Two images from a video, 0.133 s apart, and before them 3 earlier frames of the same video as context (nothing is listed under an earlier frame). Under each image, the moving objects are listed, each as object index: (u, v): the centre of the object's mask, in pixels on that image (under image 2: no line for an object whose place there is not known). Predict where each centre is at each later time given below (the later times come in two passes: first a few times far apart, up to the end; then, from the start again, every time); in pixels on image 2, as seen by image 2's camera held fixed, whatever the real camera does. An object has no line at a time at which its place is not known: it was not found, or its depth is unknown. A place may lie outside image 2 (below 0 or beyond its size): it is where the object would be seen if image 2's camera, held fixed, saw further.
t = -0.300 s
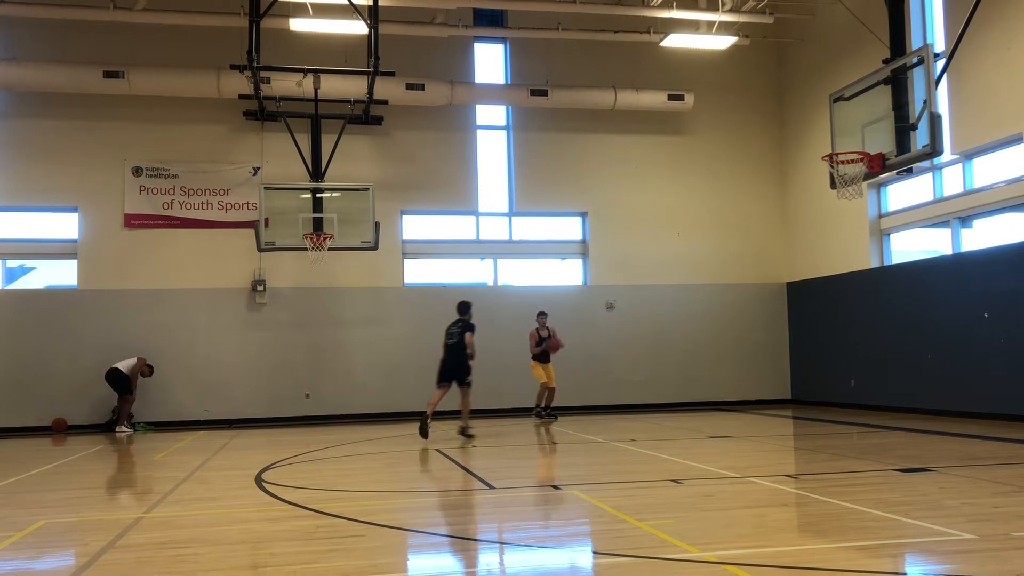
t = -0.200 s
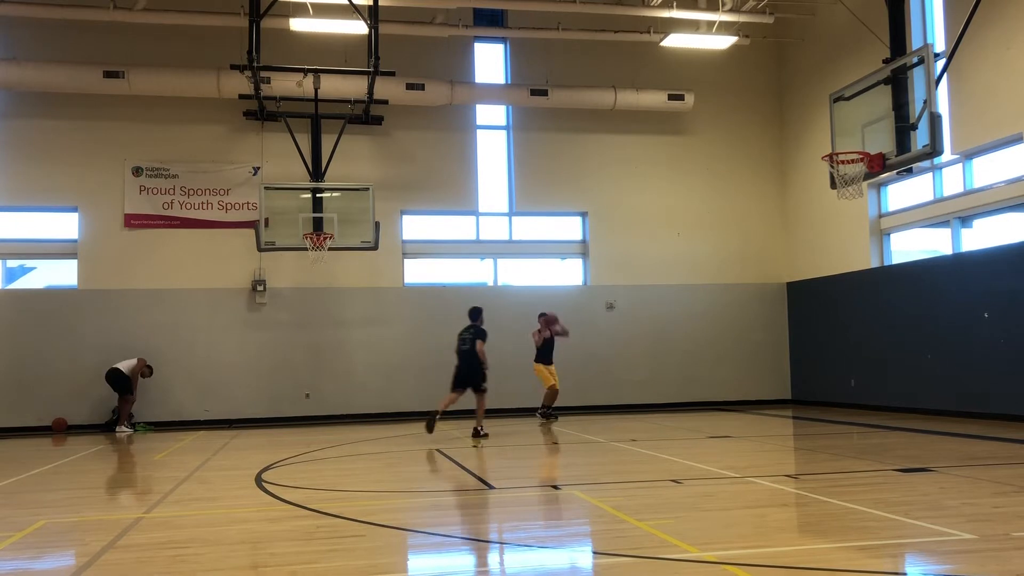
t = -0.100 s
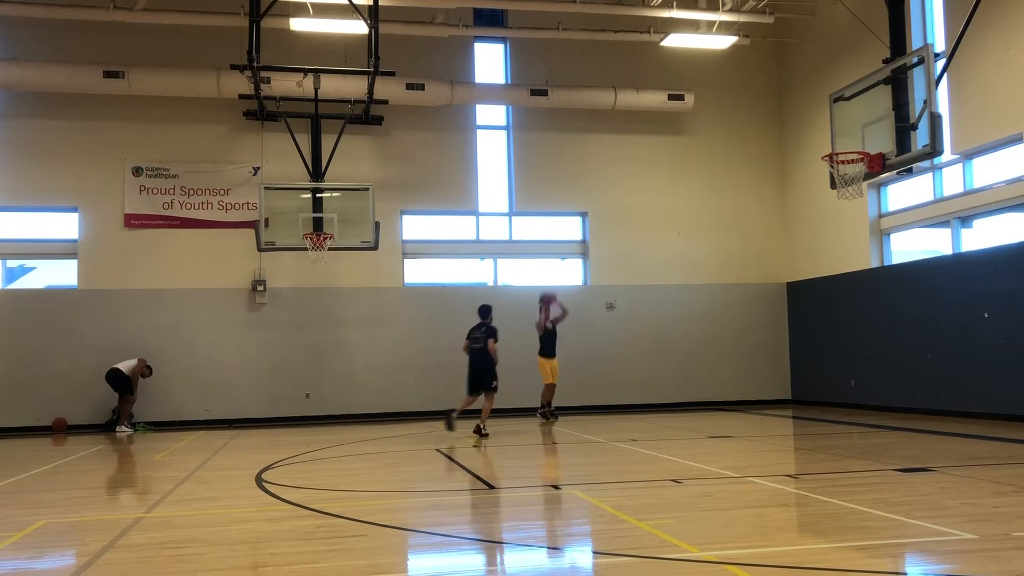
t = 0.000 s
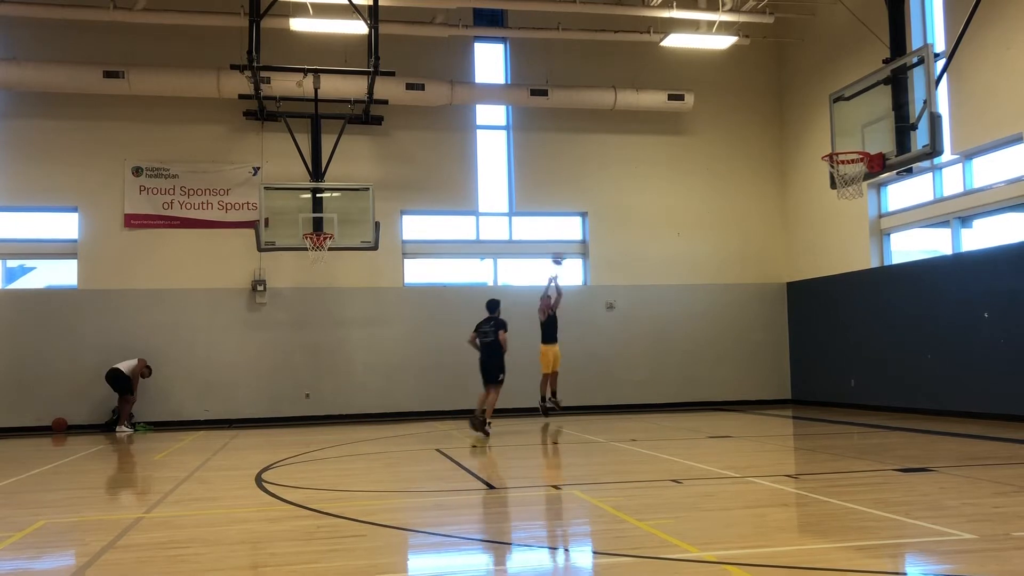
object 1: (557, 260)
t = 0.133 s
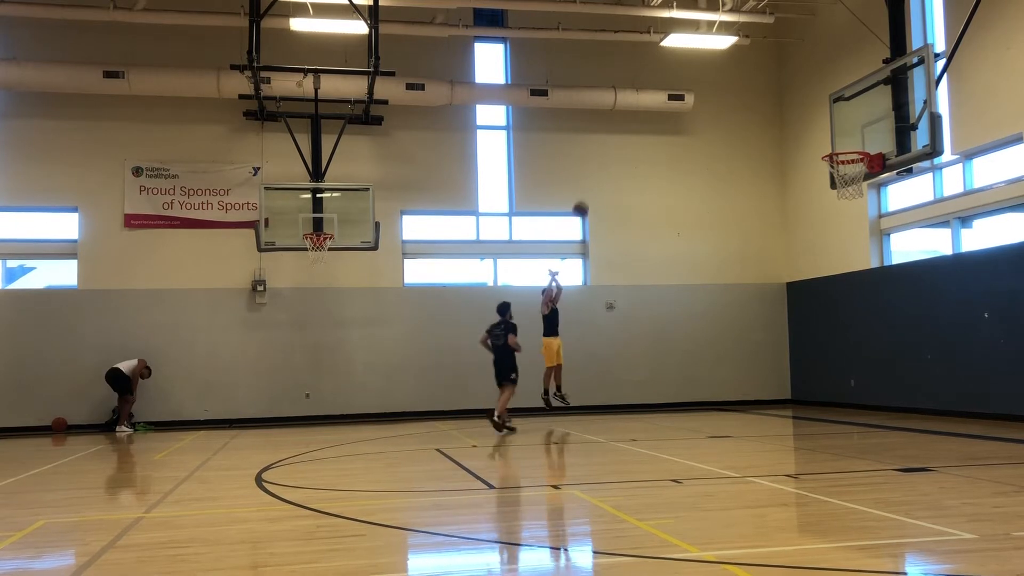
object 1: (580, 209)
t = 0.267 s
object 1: (605, 165)
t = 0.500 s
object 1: (654, 106)
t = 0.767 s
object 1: (723, 77)
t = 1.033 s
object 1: (807, 102)
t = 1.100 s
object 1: (831, 119)
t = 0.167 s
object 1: (586, 197)
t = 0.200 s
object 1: (592, 186)
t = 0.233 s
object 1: (598, 175)
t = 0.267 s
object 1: (605, 165)
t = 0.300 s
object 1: (612, 154)
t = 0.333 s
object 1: (618, 145)
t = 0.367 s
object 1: (625, 136)
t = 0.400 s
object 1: (632, 128)
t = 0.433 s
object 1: (639, 120)
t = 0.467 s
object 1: (647, 112)
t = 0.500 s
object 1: (654, 106)
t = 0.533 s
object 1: (662, 100)
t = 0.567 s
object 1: (670, 94)
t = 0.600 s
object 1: (679, 88)
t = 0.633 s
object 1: (687, 86)
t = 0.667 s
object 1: (695, 83)
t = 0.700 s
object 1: (704, 80)
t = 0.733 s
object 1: (714, 78)
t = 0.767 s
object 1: (723, 77)
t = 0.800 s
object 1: (733, 77)
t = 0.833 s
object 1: (742, 78)
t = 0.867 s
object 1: (752, 79)
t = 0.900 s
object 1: (762, 82)
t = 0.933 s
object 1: (773, 85)
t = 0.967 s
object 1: (784, 90)
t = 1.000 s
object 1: (795, 96)
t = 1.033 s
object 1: (807, 102)
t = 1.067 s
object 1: (818, 110)
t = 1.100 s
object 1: (831, 119)
